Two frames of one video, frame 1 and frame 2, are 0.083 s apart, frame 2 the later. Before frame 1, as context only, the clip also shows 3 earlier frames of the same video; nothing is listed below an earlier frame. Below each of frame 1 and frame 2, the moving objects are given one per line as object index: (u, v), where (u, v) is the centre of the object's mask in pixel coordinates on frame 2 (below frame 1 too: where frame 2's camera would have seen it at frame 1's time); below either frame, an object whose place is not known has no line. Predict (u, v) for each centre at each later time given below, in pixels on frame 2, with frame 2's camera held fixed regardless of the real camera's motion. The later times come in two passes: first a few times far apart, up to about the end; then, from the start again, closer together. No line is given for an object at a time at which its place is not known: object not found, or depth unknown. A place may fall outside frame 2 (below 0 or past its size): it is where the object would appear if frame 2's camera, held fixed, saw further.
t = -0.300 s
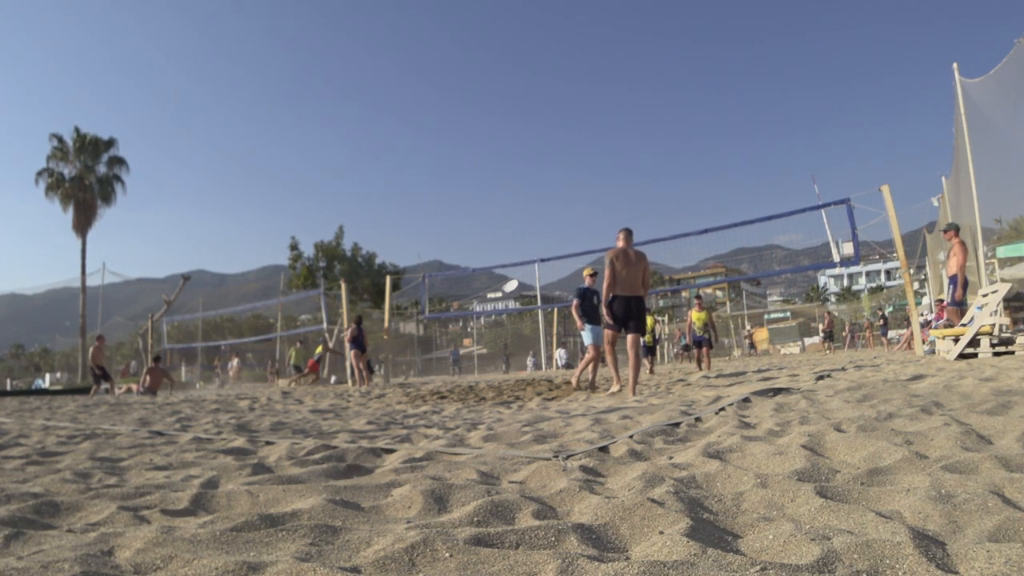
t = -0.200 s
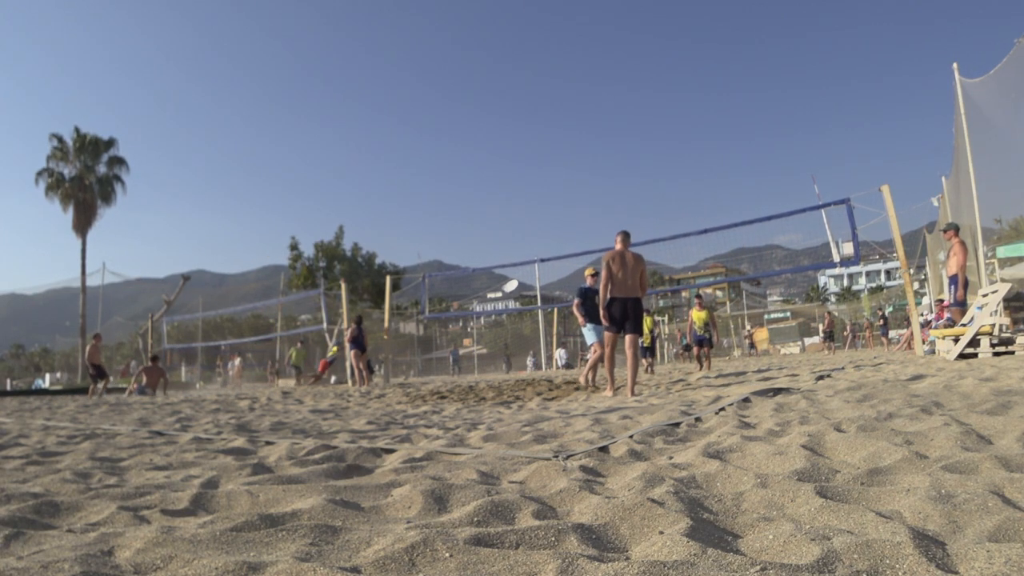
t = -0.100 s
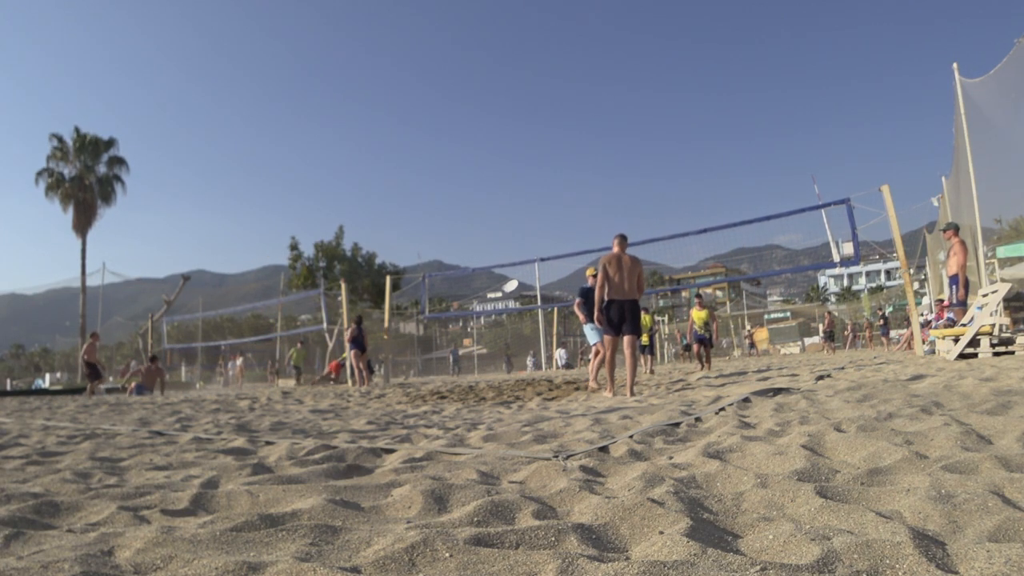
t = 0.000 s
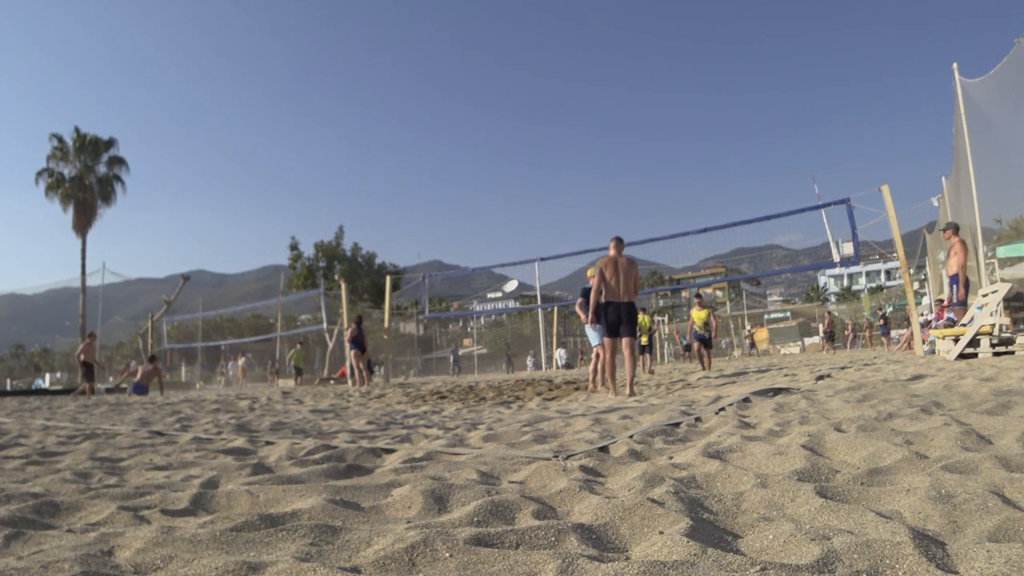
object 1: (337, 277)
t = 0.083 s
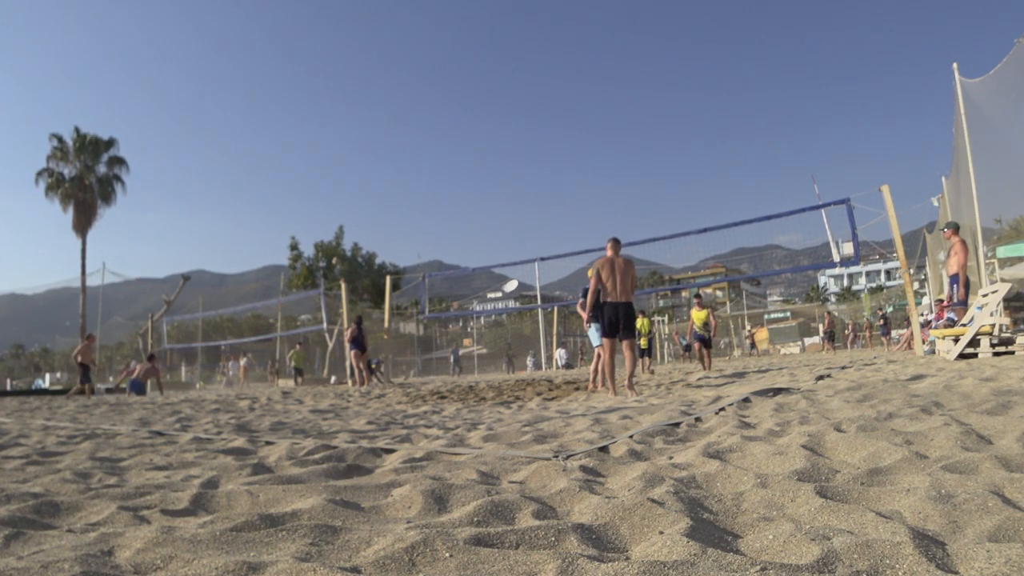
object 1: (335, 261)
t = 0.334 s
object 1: (329, 227)
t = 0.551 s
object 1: (323, 216)
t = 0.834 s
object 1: (315, 223)
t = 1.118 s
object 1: (310, 258)
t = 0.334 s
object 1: (329, 227)
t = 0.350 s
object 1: (328, 226)
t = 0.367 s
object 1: (328, 225)
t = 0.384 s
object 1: (328, 223)
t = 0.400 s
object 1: (327, 222)
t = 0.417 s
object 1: (327, 221)
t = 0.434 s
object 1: (327, 220)
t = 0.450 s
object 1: (326, 219)
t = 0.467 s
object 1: (325, 218)
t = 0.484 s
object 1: (325, 218)
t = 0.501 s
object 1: (325, 217)
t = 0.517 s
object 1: (324, 216)
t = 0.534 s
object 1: (324, 216)
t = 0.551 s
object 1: (323, 216)
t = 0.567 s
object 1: (323, 216)
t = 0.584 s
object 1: (323, 215)
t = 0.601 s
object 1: (322, 215)
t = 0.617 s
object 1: (321, 215)
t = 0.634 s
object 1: (321, 215)
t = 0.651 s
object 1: (320, 215)
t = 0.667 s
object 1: (320, 215)
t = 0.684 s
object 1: (319, 216)
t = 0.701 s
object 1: (319, 216)
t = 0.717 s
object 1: (318, 217)
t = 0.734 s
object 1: (318, 218)
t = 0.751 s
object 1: (318, 218)
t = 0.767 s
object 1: (317, 219)
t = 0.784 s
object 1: (317, 220)
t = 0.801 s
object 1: (316, 221)
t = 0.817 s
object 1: (316, 222)
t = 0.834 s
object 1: (315, 223)
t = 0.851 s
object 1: (315, 225)
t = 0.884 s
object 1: (314, 227)
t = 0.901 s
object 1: (314, 229)
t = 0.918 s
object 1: (313, 231)
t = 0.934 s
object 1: (313, 233)
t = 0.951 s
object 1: (313, 234)
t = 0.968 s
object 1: (312, 236)
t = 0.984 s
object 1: (311, 238)
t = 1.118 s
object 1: (310, 258)
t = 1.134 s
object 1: (309, 261)
